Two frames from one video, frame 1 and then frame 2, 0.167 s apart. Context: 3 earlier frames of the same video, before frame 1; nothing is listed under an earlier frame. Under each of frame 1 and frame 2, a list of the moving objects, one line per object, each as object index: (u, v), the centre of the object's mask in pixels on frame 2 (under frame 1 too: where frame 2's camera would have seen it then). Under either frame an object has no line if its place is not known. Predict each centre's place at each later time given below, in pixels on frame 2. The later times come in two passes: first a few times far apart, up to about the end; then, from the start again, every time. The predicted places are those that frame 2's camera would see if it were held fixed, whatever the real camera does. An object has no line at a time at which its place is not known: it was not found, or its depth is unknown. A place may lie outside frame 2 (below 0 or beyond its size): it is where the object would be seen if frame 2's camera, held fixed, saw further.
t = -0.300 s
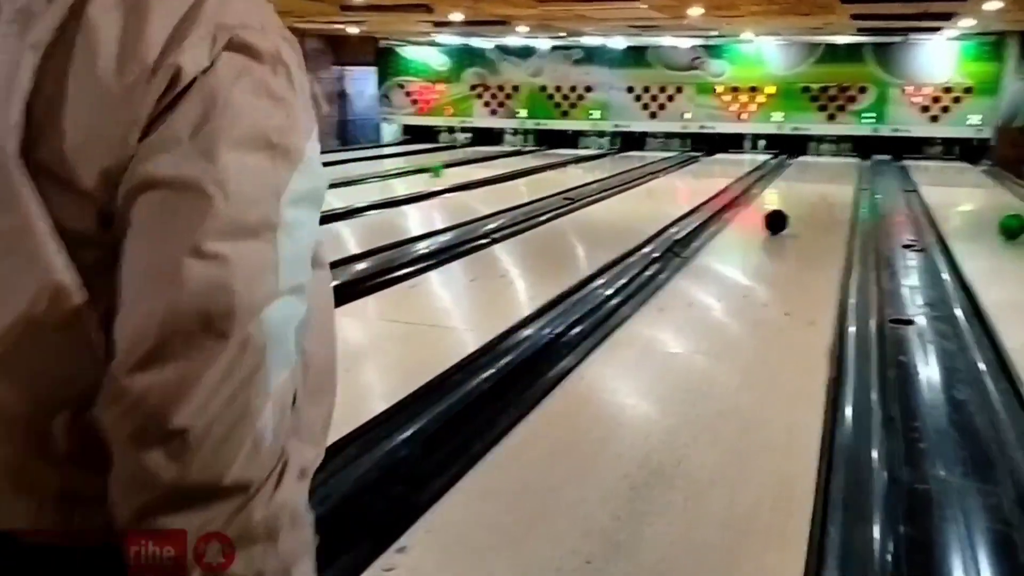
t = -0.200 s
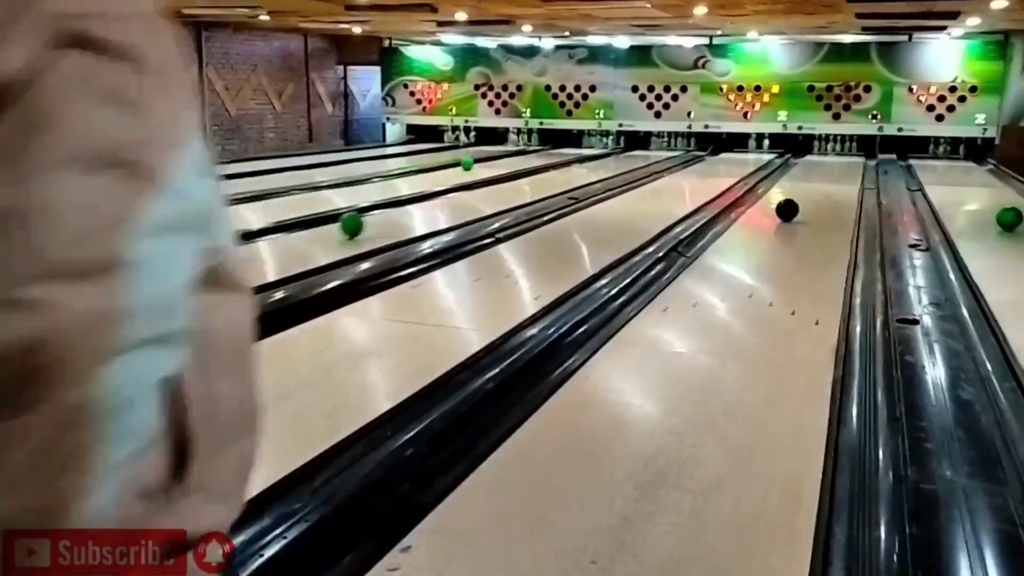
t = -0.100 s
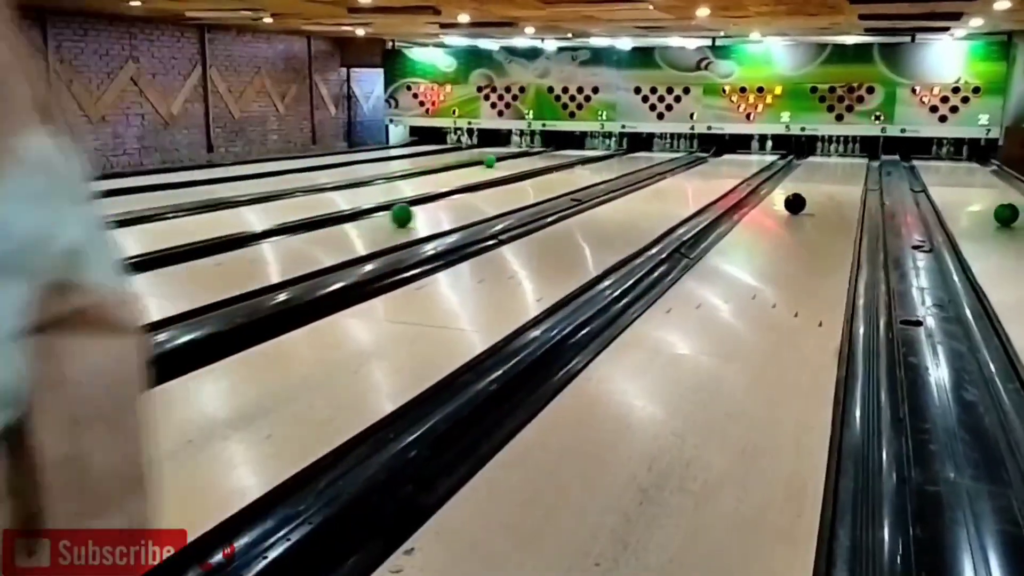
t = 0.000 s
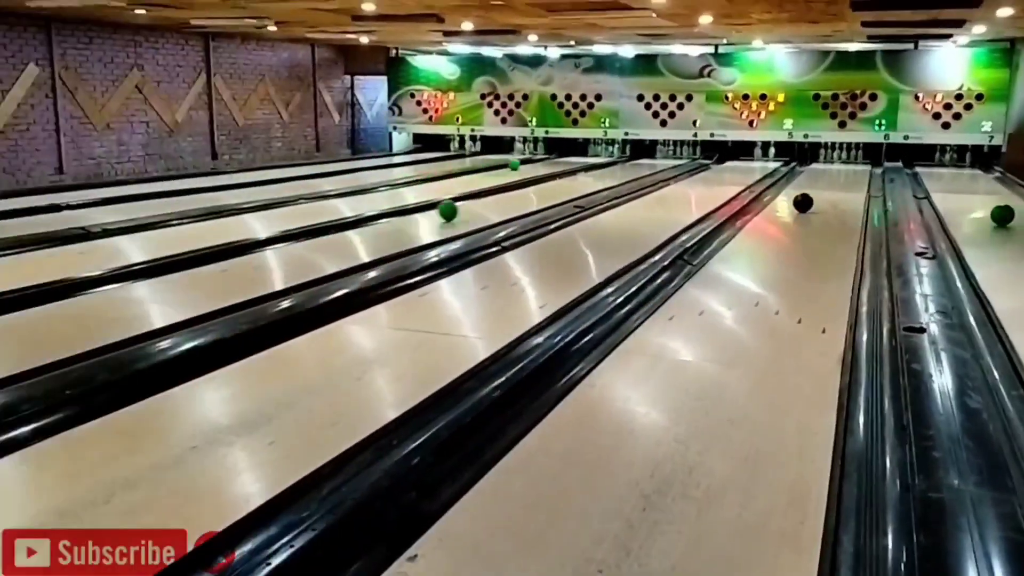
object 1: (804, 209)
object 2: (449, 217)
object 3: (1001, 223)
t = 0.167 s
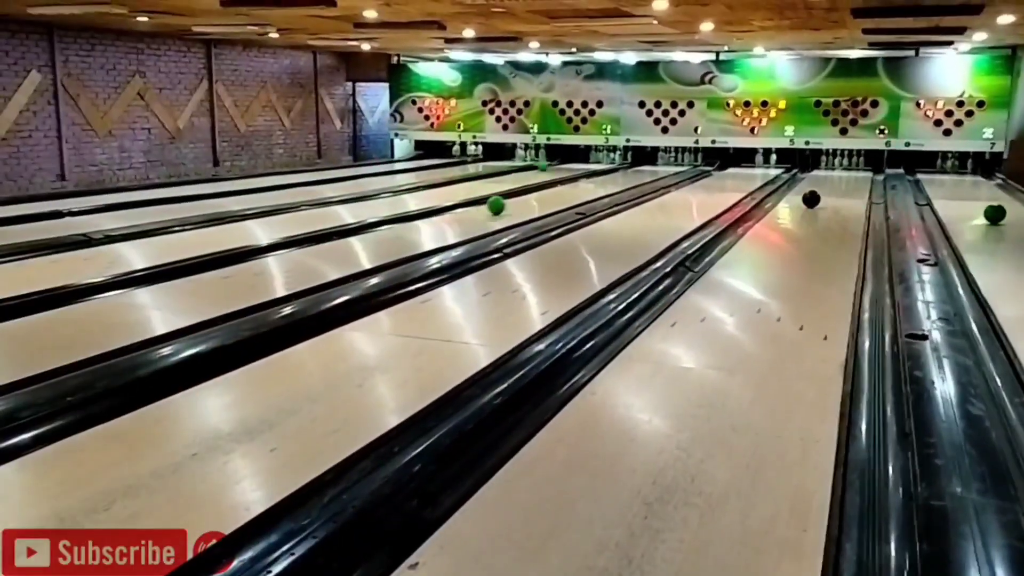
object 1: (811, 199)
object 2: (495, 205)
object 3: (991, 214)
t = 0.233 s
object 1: (813, 196)
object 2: (508, 202)
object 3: (989, 212)
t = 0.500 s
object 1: (822, 184)
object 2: (558, 189)
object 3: (978, 202)
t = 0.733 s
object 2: (588, 180)
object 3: (971, 194)
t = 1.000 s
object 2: (617, 172)
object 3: (967, 187)
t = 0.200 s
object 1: (812, 198)
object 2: (500, 204)
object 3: (990, 213)
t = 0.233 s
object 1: (813, 196)
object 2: (508, 202)
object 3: (989, 212)
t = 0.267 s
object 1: (814, 194)
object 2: (516, 200)
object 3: (987, 211)
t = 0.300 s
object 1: (815, 192)
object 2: (523, 198)
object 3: (985, 209)
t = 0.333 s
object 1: (817, 190)
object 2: (530, 196)
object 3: (984, 207)
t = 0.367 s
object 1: (817, 189)
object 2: (534, 195)
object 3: (983, 207)
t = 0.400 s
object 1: (818, 188)
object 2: (540, 193)
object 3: (982, 206)
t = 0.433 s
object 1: (820, 187)
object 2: (546, 192)
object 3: (980, 204)
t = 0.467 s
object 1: (821, 185)
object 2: (552, 190)
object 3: (979, 203)
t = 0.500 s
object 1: (822, 184)
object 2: (558, 189)
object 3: (978, 202)
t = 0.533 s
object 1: (822, 183)
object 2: (561, 188)
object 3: (977, 201)
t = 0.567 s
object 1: (823, 182)
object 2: (566, 186)
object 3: (976, 200)
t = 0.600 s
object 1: (824, 180)
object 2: (571, 185)
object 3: (975, 199)
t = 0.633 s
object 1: (825, 179)
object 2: (576, 183)
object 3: (974, 197)
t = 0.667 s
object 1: (826, 178)
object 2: (581, 182)
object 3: (973, 196)
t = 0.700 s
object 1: (827, 177)
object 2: (583, 182)
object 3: (972, 195)
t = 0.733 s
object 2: (588, 180)
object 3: (971, 194)
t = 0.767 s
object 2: (592, 179)
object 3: (971, 193)
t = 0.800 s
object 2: (596, 178)
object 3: (971, 192)
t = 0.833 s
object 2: (600, 177)
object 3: (970, 191)
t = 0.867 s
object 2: (602, 176)
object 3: (970, 191)
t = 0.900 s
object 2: (607, 175)
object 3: (969, 190)
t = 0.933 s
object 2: (610, 174)
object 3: (968, 189)
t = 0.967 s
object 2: (614, 173)
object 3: (967, 188)
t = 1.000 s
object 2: (617, 172)
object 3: (967, 187)
